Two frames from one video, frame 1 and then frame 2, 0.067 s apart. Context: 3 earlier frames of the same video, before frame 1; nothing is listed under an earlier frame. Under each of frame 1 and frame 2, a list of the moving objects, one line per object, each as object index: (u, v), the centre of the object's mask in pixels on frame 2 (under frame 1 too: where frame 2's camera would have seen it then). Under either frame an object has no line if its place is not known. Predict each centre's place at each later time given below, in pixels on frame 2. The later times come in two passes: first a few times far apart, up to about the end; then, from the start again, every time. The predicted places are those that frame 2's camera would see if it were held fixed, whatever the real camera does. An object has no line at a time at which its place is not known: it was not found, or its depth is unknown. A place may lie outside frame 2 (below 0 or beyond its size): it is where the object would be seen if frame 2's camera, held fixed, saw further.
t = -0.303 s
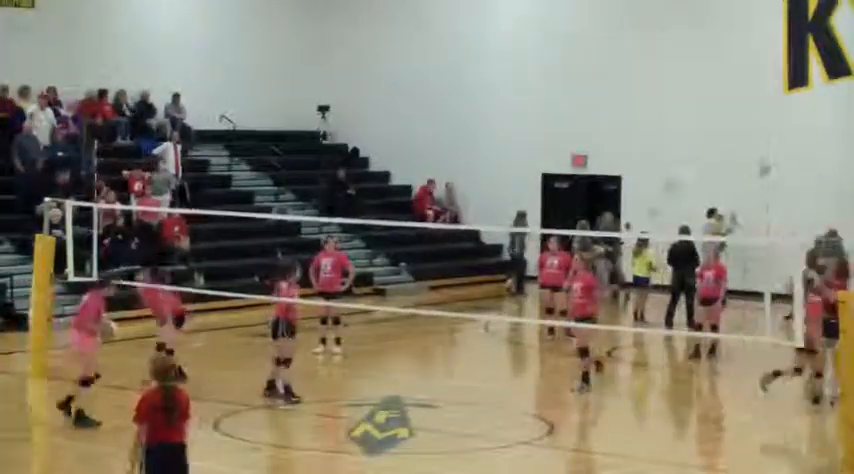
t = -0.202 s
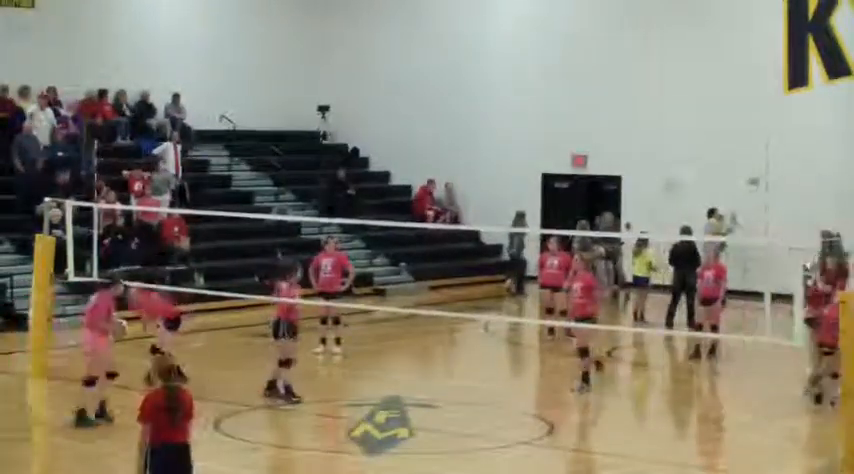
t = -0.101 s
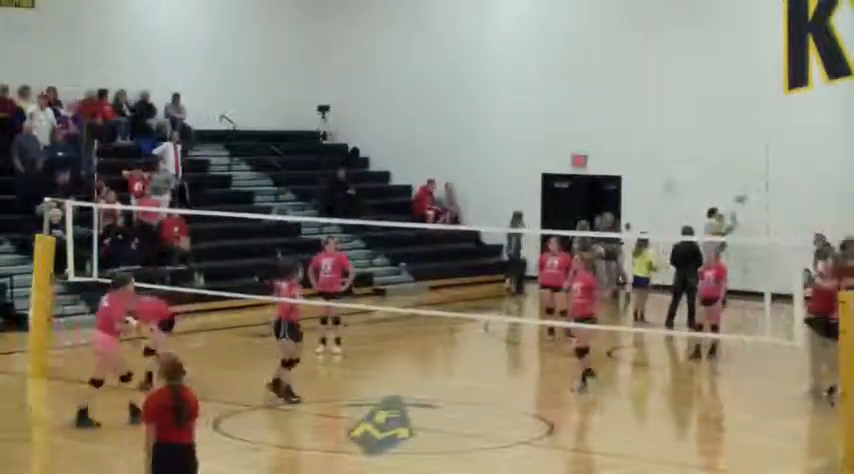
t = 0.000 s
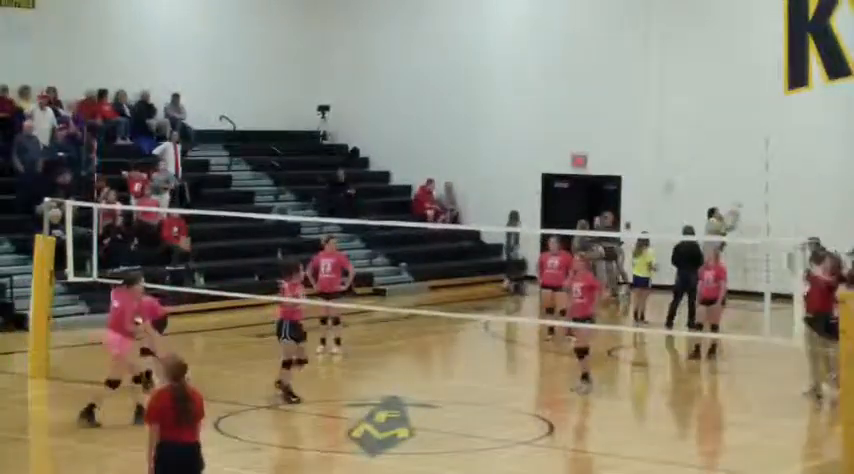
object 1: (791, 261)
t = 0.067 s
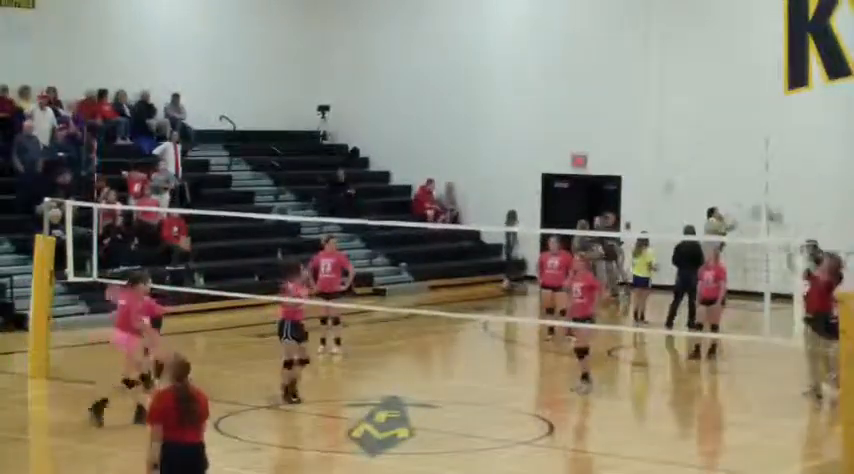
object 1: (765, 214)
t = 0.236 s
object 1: (716, 149)
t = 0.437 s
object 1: (647, 96)
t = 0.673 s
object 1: (568, 75)
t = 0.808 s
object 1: (521, 83)
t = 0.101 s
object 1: (762, 204)
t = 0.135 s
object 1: (750, 185)
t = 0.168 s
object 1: (738, 173)
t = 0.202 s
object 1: (728, 162)
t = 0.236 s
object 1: (716, 149)
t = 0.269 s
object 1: (704, 138)
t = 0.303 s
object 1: (692, 129)
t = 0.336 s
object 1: (681, 117)
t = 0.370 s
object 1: (669, 110)
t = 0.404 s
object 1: (658, 102)
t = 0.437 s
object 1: (647, 96)
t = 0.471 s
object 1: (635, 90)
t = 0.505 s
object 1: (623, 86)
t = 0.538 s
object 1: (612, 82)
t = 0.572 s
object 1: (600, 78)
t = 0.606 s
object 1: (589, 76)
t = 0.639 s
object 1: (577, 75)
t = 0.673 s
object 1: (568, 75)
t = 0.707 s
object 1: (556, 74)
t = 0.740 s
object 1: (544, 76)
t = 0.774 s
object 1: (533, 79)
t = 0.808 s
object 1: (521, 83)
